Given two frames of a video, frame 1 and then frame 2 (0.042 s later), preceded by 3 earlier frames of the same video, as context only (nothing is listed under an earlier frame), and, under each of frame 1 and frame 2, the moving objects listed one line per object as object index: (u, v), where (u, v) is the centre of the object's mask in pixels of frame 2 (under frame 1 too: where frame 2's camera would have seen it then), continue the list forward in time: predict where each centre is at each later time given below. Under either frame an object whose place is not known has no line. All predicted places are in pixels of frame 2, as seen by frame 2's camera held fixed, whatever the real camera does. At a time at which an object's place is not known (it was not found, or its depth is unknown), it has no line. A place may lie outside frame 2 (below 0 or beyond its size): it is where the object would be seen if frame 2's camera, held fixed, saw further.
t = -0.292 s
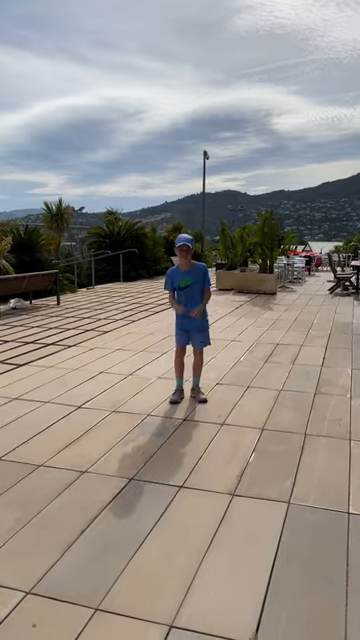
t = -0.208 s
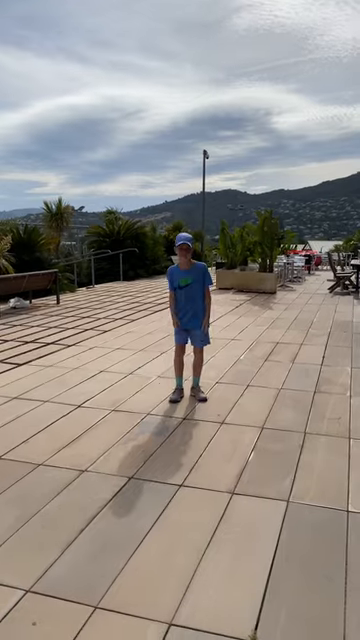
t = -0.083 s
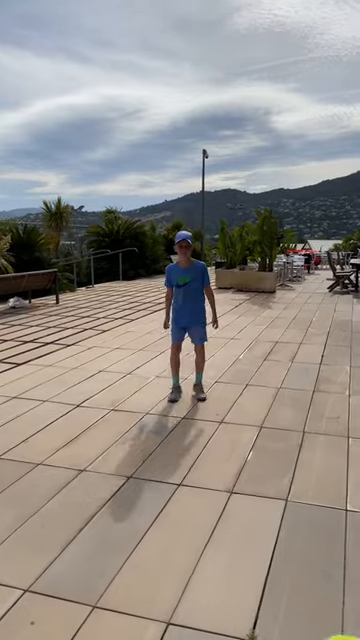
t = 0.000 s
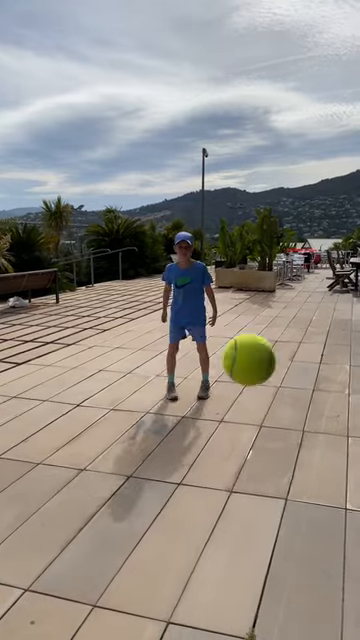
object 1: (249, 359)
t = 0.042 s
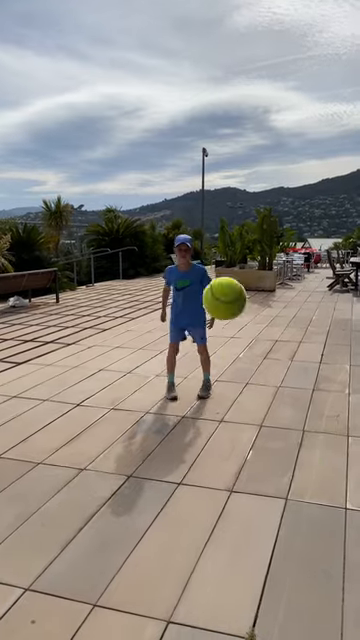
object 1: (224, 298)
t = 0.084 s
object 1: (208, 265)
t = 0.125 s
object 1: (196, 250)
